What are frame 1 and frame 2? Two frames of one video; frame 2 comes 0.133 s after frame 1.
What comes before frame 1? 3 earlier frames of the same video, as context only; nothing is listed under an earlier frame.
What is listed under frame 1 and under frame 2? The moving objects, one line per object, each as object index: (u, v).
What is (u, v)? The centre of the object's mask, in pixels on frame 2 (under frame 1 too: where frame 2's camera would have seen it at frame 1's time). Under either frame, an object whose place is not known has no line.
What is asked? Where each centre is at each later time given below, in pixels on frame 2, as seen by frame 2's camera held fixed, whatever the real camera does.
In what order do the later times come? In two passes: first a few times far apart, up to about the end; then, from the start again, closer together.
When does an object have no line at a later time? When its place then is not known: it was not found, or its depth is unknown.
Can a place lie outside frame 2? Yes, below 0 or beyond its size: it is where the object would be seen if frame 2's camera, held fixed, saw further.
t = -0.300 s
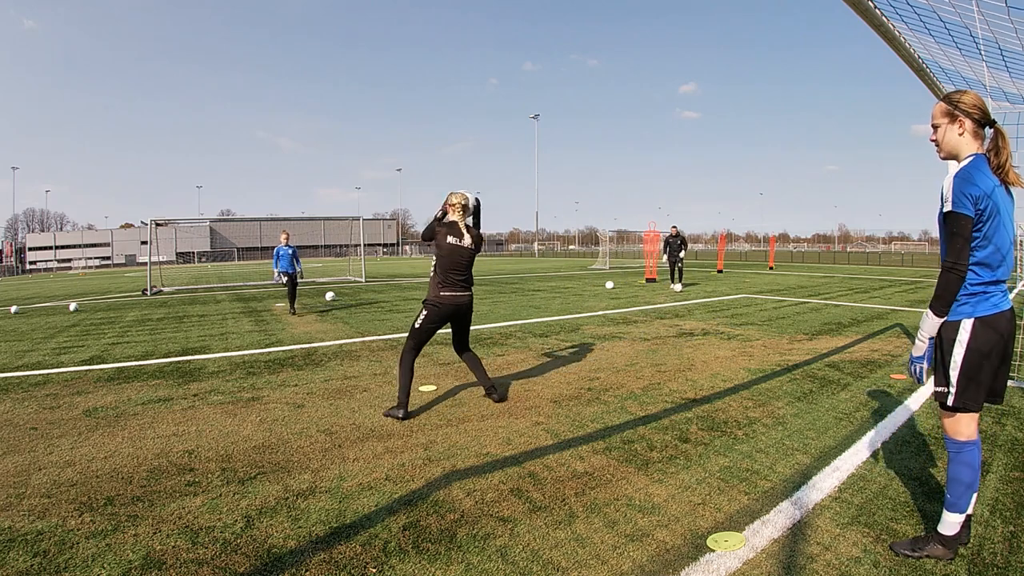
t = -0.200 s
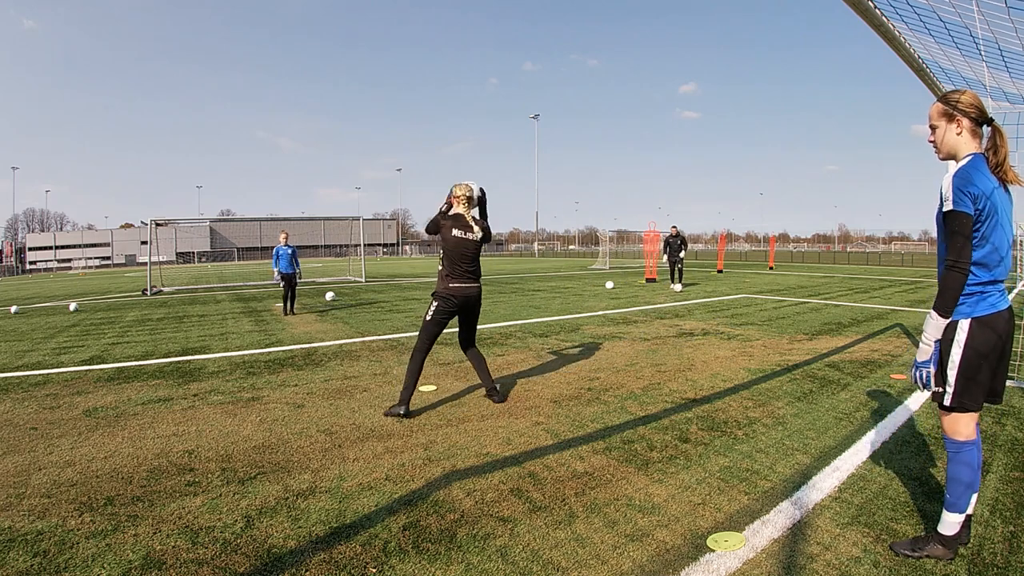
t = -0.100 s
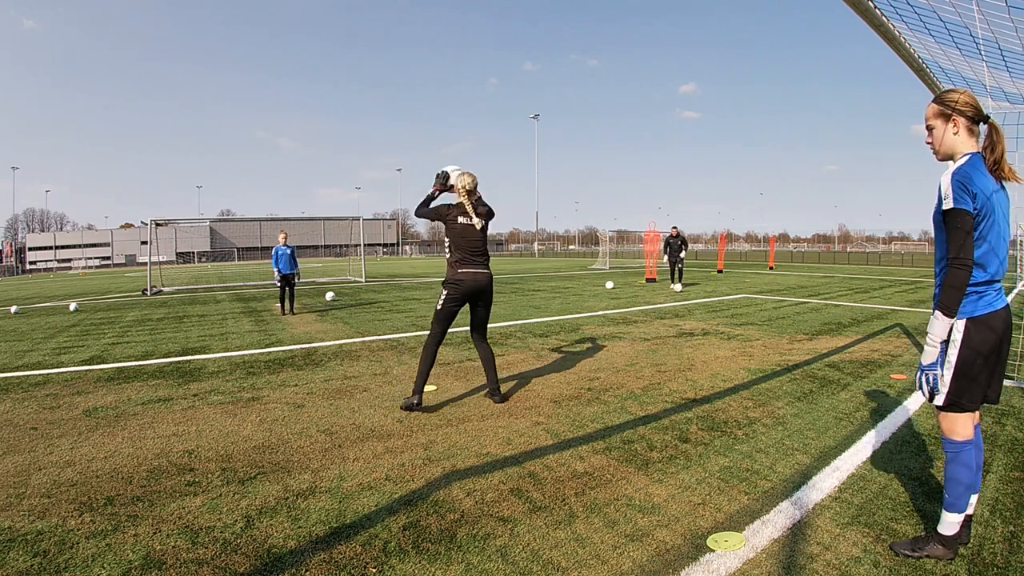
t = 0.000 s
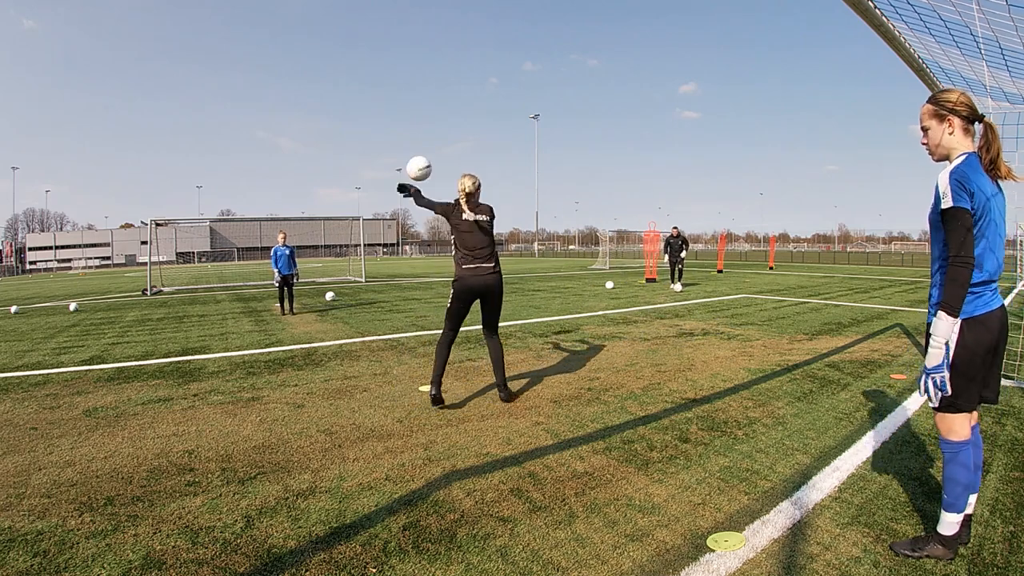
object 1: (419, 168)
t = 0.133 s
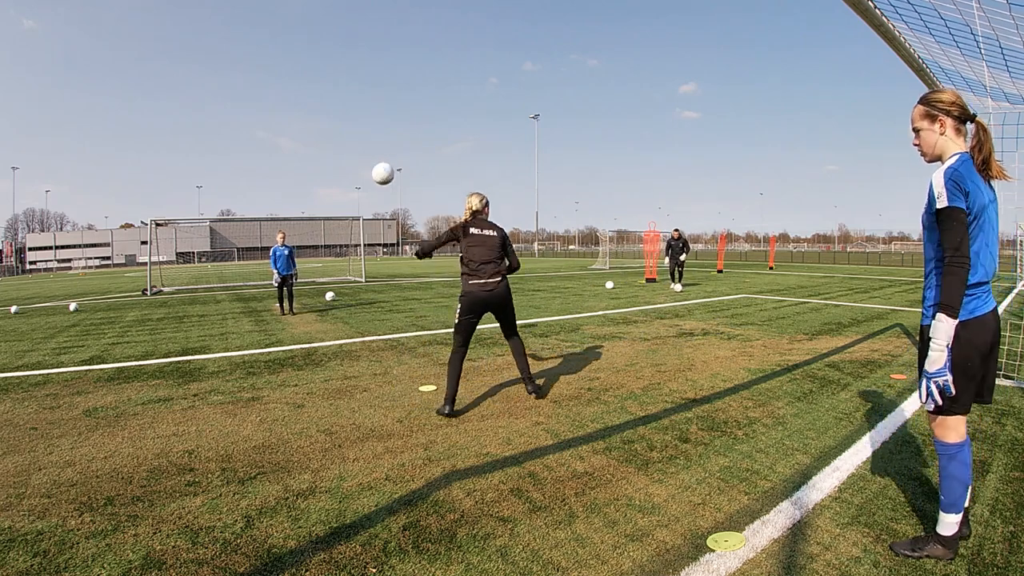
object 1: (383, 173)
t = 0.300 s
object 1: (349, 200)
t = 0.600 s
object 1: (309, 282)
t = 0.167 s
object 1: (375, 177)
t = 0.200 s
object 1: (368, 182)
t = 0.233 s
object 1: (361, 187)
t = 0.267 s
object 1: (355, 193)
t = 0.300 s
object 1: (349, 200)
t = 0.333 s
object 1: (343, 207)
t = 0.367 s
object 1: (338, 214)
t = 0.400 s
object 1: (333, 223)
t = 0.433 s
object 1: (328, 232)
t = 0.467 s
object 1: (323, 241)
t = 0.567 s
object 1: (312, 271)
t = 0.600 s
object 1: (309, 282)
